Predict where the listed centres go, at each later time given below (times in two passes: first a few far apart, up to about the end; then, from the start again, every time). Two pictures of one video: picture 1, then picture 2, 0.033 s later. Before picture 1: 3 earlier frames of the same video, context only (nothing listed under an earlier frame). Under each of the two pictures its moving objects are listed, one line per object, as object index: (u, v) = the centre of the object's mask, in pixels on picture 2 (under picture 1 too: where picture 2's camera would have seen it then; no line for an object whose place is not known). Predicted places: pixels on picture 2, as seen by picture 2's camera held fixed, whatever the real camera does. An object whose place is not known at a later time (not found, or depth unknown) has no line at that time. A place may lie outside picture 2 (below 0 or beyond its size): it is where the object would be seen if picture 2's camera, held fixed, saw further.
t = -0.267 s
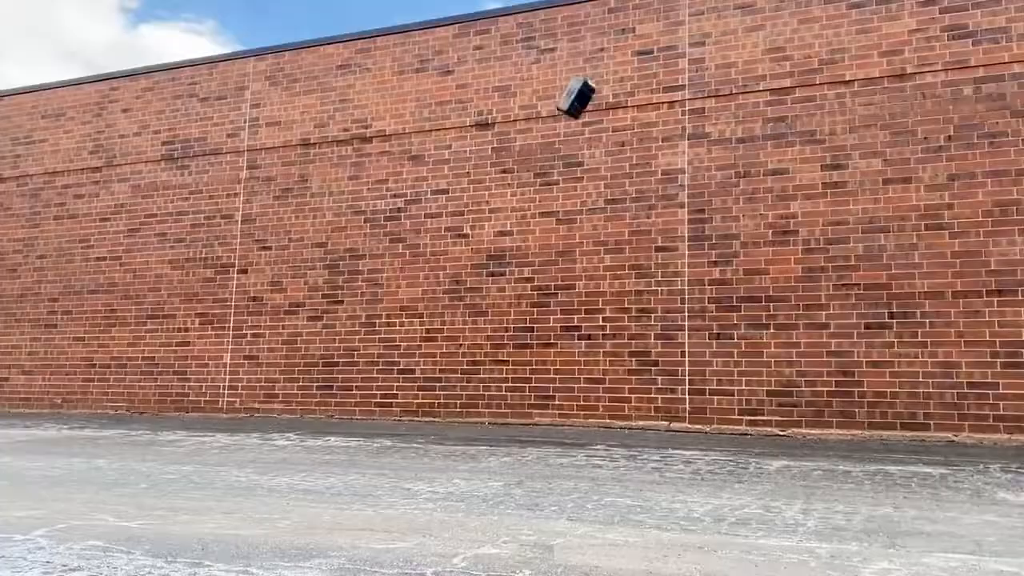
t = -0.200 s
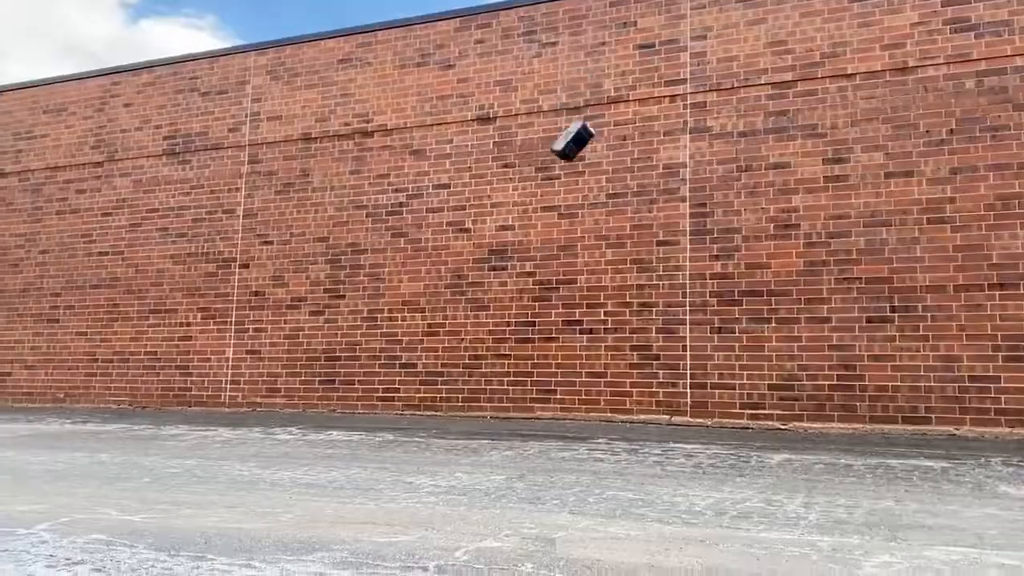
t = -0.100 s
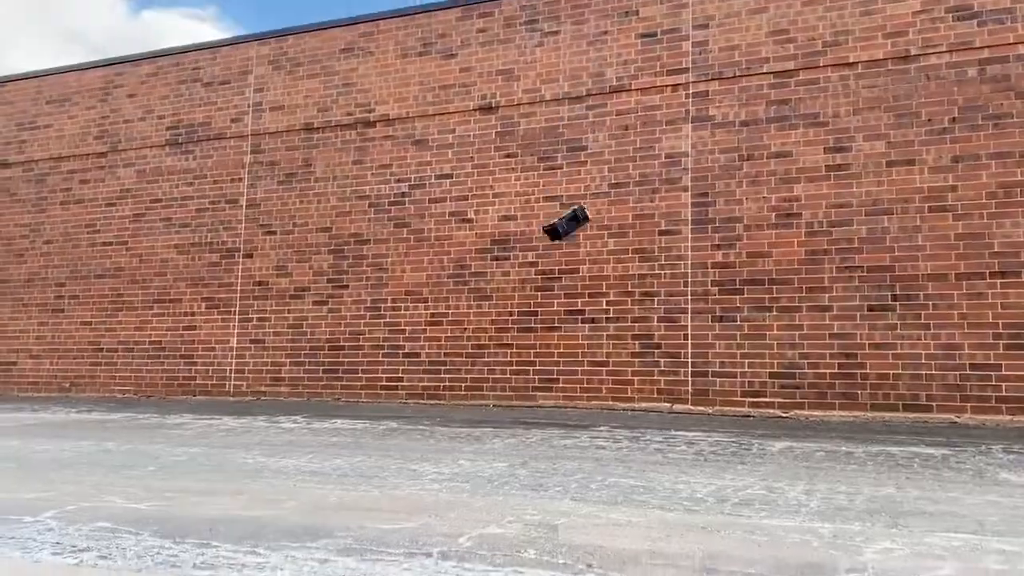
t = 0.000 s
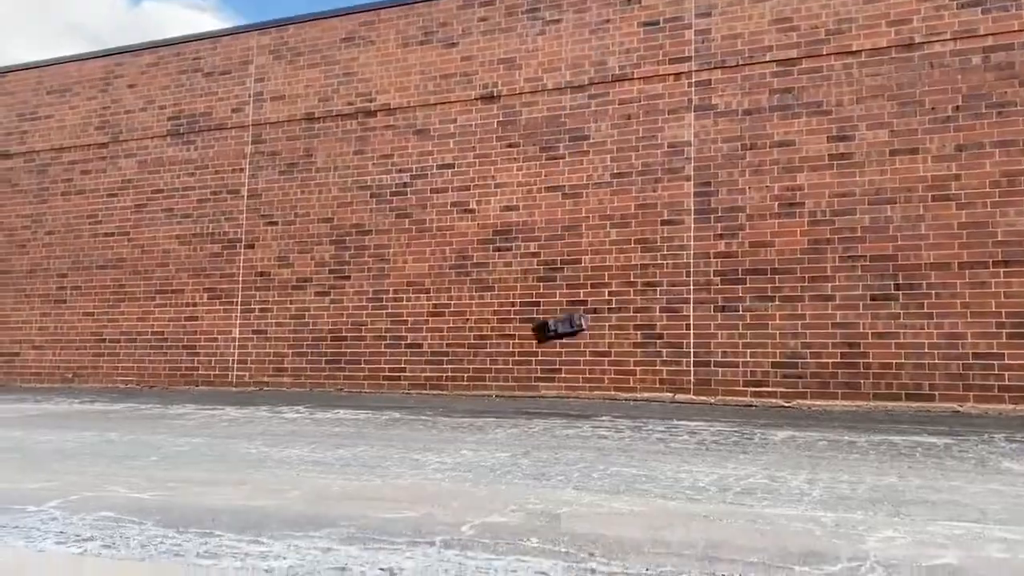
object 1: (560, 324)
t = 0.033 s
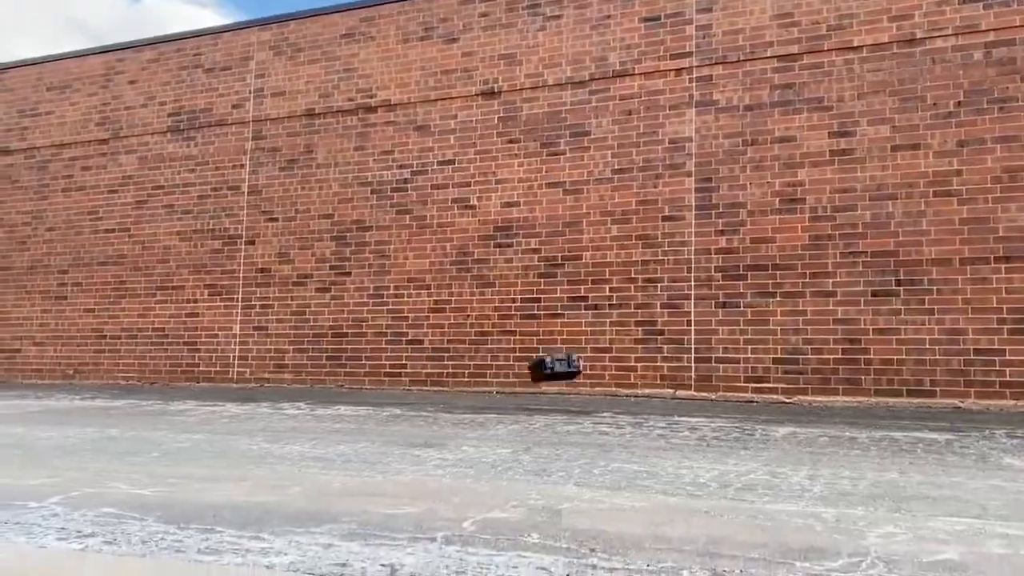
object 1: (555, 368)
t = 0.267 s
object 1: (548, 379)
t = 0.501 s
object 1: (548, 378)
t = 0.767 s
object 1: (555, 496)
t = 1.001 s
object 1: (560, 509)
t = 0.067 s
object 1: (551, 415)
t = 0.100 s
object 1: (549, 429)
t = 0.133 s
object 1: (548, 418)
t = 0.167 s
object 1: (547, 406)
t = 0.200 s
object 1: (549, 394)
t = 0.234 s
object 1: (549, 386)
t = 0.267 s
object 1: (548, 379)
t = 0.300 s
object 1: (548, 374)
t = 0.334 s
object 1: (546, 369)
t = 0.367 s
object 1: (545, 365)
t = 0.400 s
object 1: (545, 367)
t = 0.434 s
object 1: (546, 366)
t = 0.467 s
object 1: (548, 371)
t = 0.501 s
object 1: (548, 378)
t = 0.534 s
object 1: (547, 388)
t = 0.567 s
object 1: (545, 400)
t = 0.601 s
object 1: (545, 414)
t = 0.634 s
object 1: (546, 432)
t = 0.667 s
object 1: (548, 455)
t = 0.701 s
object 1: (551, 484)
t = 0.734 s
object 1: (553, 493)
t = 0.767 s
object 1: (555, 496)
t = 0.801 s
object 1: (556, 488)
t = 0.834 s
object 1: (557, 483)
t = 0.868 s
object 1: (557, 481)
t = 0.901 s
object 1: (558, 481)
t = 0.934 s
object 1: (558, 487)
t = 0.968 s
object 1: (559, 496)
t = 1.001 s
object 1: (560, 509)
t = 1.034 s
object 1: (560, 529)
